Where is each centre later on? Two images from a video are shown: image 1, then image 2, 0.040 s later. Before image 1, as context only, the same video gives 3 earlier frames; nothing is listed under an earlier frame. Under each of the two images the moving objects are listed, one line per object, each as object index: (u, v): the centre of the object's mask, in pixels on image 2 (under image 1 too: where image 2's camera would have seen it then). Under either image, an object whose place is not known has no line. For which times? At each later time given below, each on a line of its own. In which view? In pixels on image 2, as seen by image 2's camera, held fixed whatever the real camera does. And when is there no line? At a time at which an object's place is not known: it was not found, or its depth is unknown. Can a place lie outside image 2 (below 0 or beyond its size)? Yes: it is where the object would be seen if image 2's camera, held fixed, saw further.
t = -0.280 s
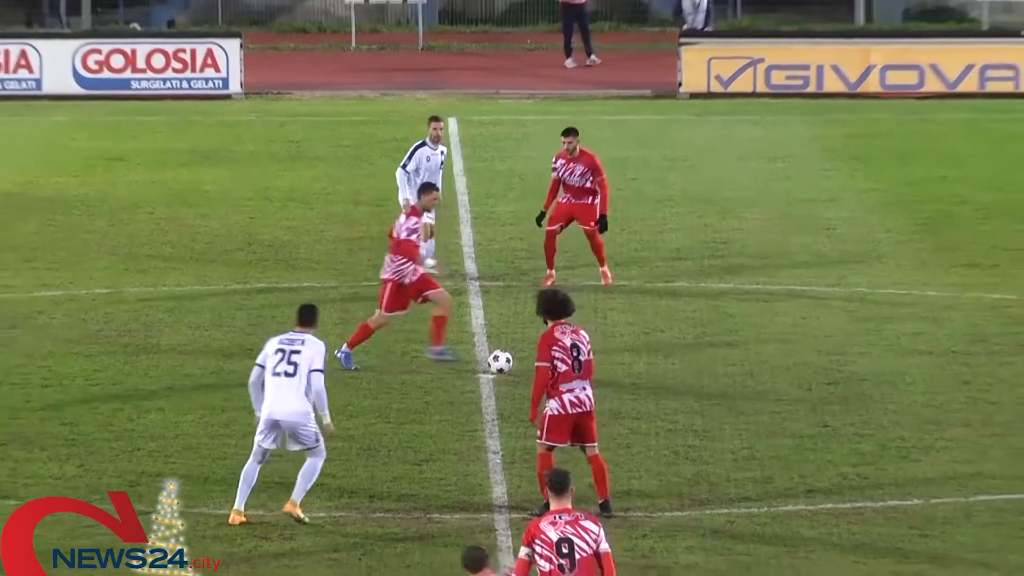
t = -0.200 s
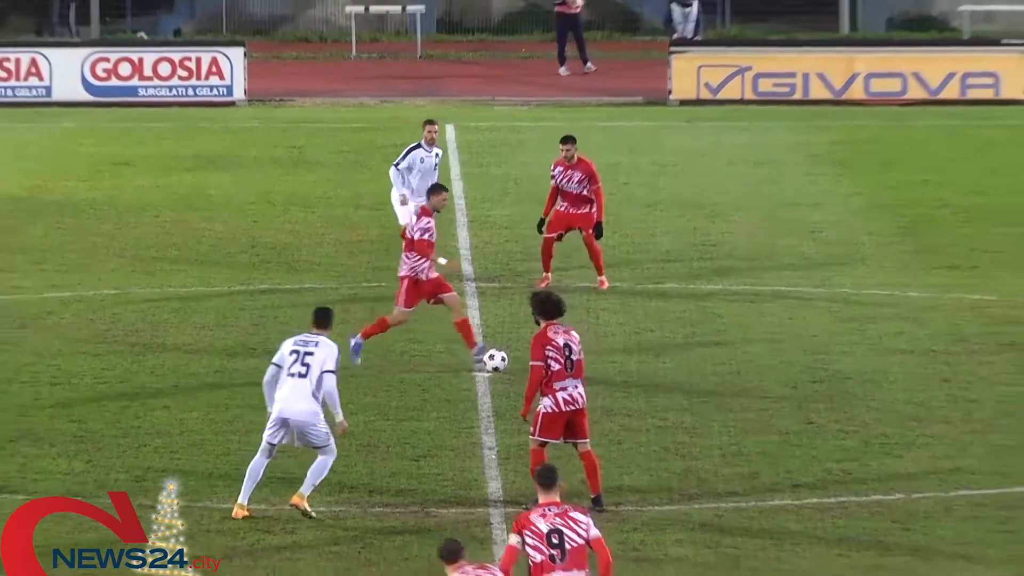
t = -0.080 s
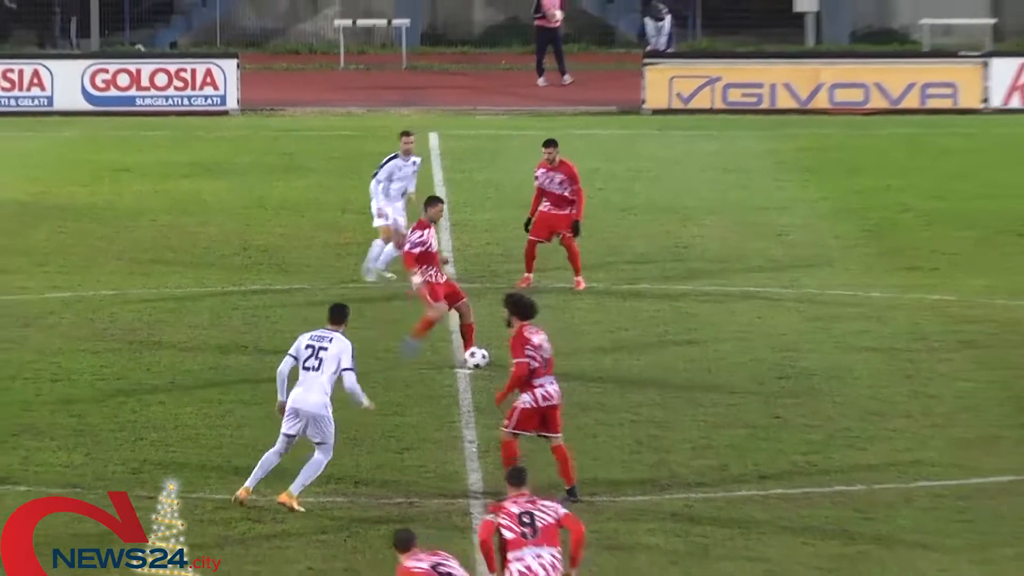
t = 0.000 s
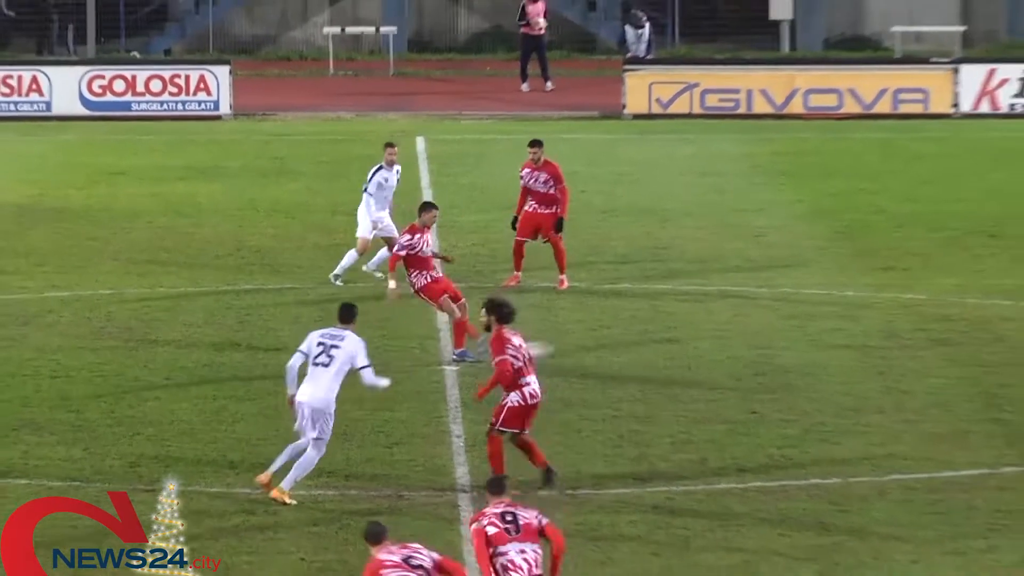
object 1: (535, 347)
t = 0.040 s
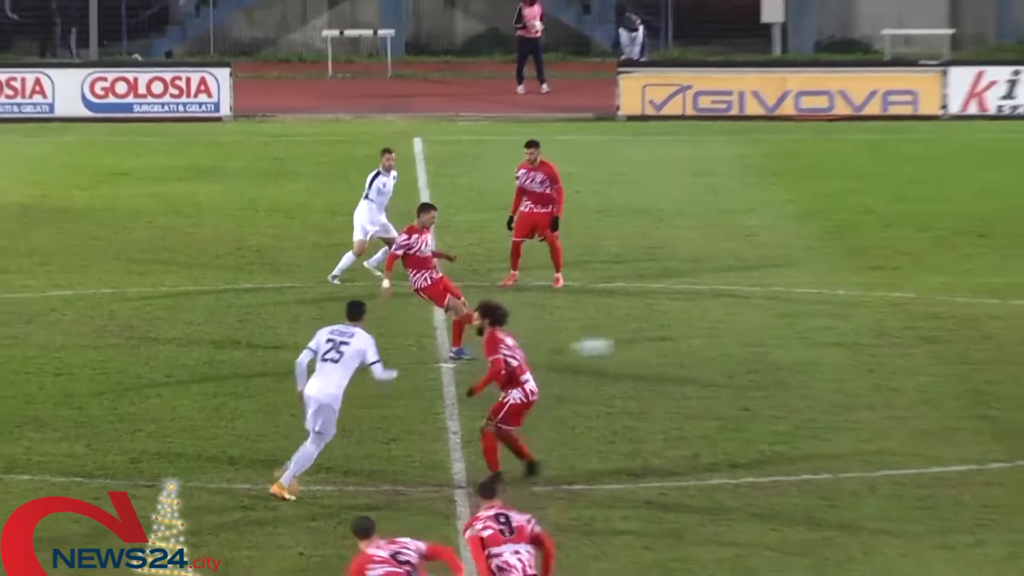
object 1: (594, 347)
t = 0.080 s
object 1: (662, 347)
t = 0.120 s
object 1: (729, 349)
